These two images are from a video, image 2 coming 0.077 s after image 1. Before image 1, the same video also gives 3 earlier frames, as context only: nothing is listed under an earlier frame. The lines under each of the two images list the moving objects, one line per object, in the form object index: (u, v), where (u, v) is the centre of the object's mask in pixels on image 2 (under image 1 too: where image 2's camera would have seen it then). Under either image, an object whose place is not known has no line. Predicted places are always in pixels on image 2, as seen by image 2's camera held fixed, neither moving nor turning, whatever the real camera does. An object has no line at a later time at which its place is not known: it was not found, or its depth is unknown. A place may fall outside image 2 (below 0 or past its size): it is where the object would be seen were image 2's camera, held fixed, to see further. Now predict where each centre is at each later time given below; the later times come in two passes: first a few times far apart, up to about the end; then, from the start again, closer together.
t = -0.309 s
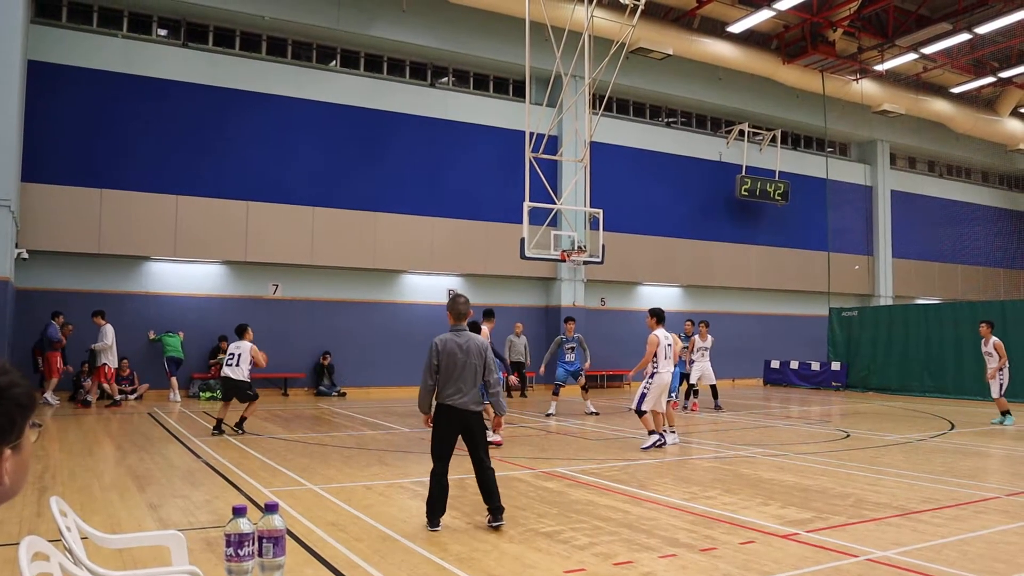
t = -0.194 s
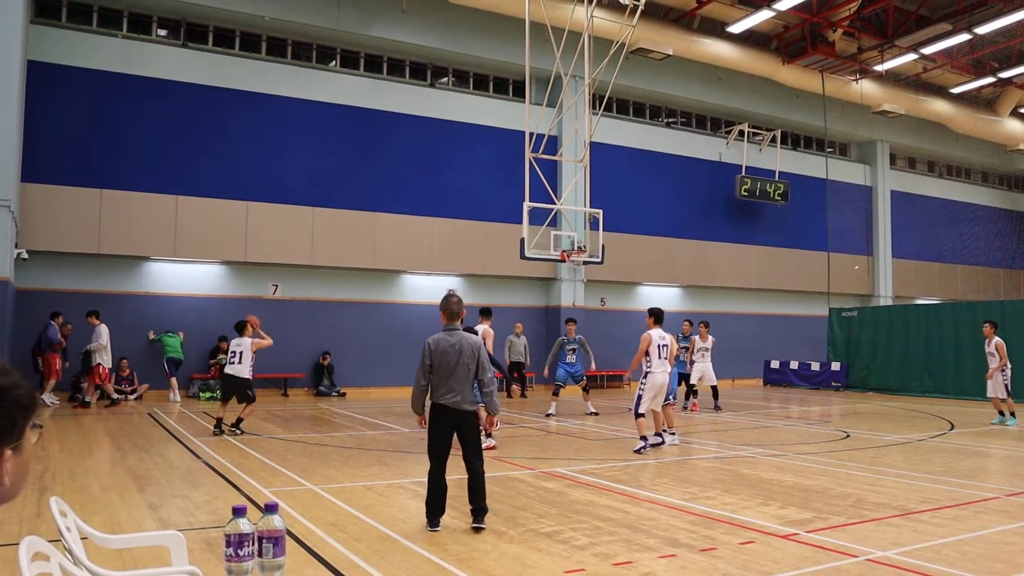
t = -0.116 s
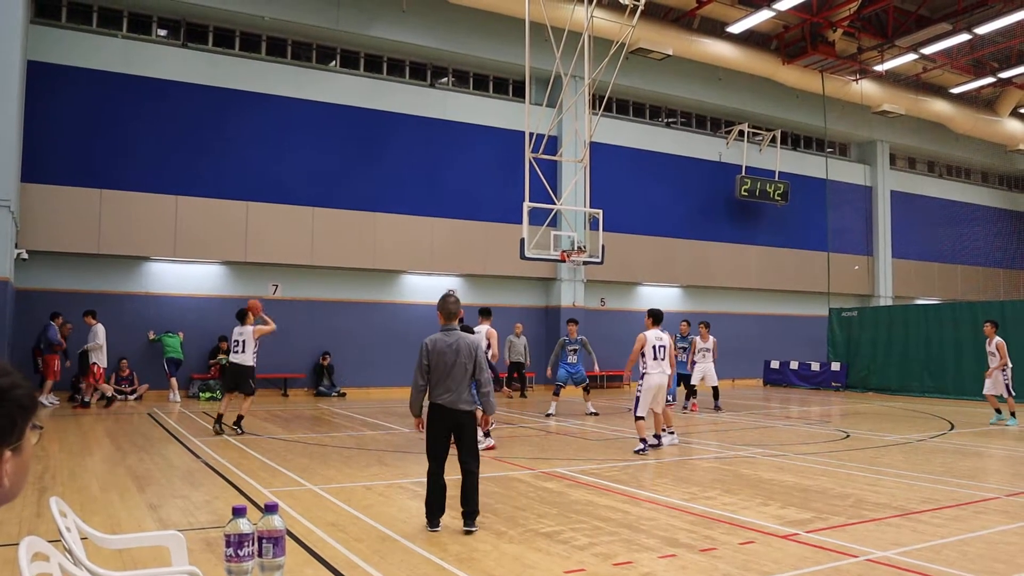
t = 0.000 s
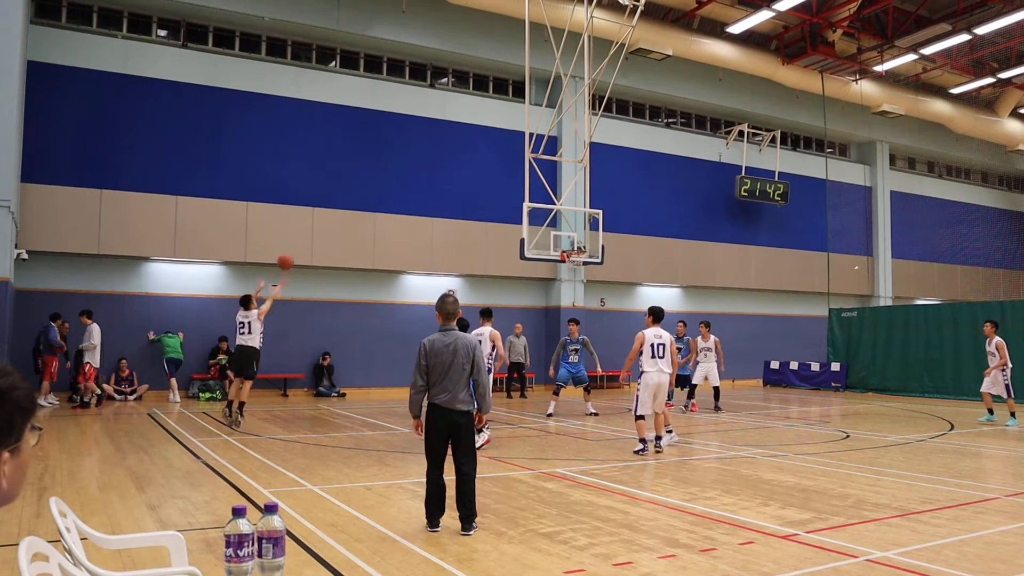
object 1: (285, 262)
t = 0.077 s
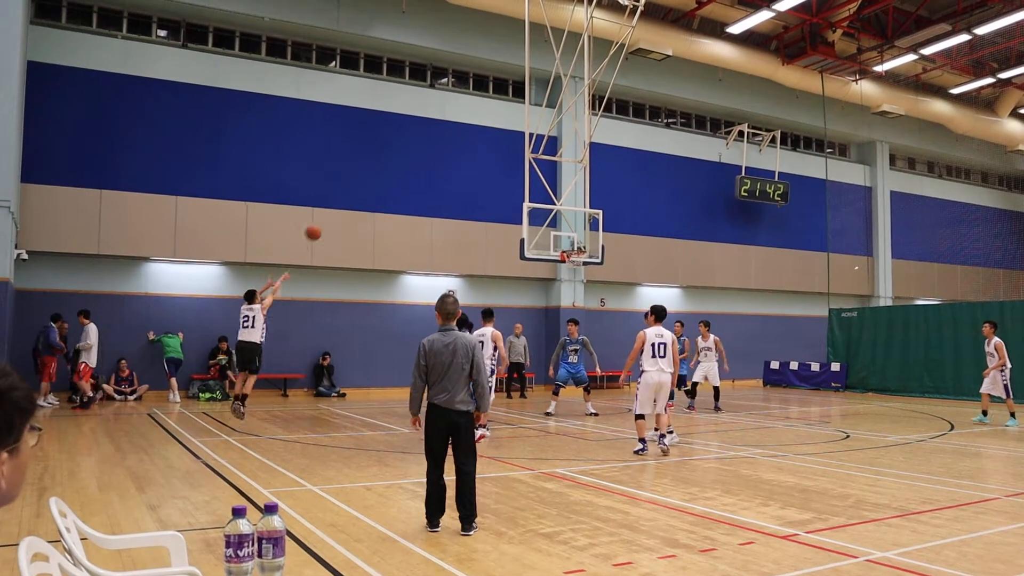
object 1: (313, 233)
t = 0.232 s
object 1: (365, 190)
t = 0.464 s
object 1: (431, 162)
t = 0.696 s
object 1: (488, 168)
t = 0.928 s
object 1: (538, 202)
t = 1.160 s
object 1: (582, 259)
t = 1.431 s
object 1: (585, 286)
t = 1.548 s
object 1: (586, 307)
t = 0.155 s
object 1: (340, 208)
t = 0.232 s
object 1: (365, 190)
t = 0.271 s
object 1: (377, 183)
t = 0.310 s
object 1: (388, 177)
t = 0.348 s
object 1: (400, 171)
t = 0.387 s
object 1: (411, 167)
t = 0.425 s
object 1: (421, 164)
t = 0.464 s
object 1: (431, 162)
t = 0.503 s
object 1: (442, 161)
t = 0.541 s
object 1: (451, 161)
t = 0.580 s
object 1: (461, 162)
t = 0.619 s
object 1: (470, 163)
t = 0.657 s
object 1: (479, 165)
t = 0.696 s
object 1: (488, 168)
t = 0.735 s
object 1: (497, 172)
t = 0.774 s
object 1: (506, 177)
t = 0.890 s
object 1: (531, 195)
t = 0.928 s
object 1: (538, 202)
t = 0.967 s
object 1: (545, 211)
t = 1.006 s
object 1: (553, 219)
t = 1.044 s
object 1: (561, 229)
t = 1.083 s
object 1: (568, 239)
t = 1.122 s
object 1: (576, 249)
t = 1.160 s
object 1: (582, 259)
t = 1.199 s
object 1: (583, 263)
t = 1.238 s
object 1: (583, 264)
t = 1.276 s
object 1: (583, 267)
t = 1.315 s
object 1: (583, 270)
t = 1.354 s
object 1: (584, 275)
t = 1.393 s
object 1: (584, 280)
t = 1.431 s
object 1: (585, 286)
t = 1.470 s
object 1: (585, 292)
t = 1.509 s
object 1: (586, 300)
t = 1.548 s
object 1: (586, 307)
